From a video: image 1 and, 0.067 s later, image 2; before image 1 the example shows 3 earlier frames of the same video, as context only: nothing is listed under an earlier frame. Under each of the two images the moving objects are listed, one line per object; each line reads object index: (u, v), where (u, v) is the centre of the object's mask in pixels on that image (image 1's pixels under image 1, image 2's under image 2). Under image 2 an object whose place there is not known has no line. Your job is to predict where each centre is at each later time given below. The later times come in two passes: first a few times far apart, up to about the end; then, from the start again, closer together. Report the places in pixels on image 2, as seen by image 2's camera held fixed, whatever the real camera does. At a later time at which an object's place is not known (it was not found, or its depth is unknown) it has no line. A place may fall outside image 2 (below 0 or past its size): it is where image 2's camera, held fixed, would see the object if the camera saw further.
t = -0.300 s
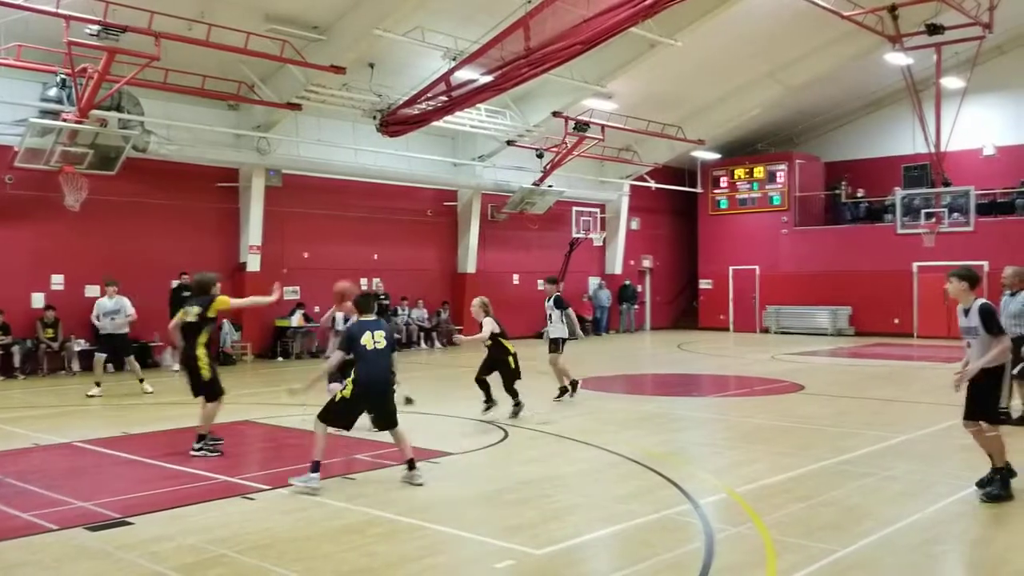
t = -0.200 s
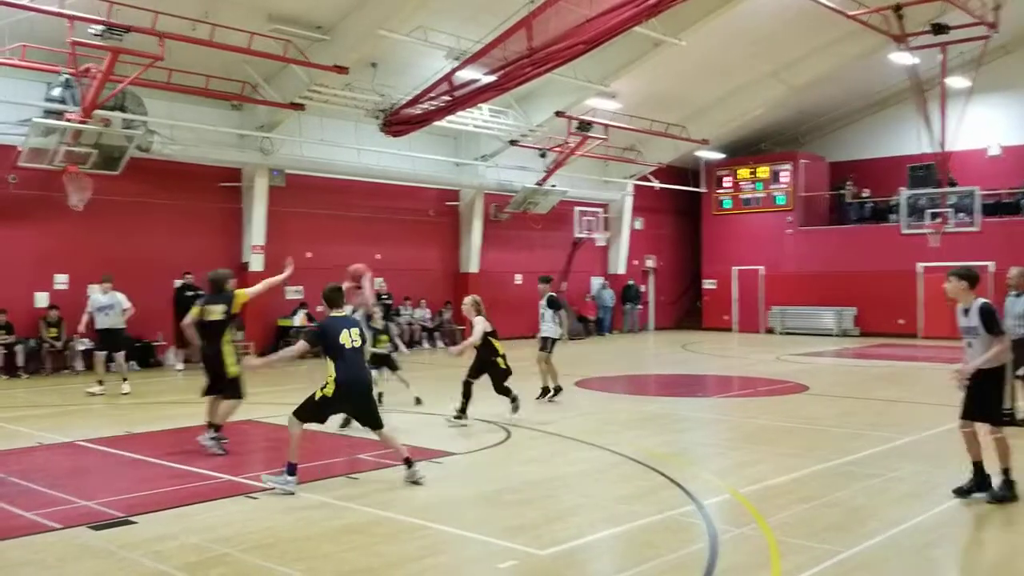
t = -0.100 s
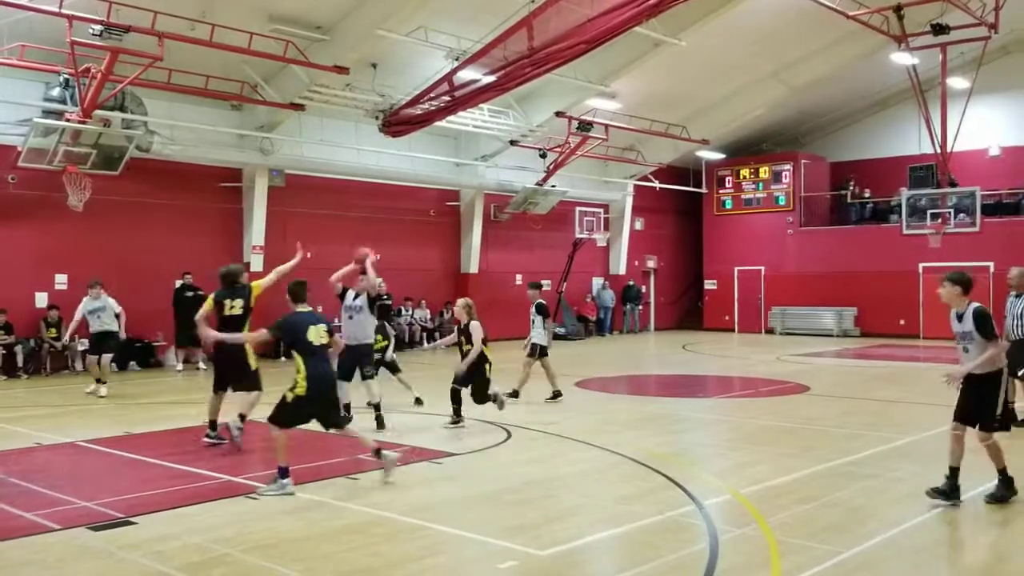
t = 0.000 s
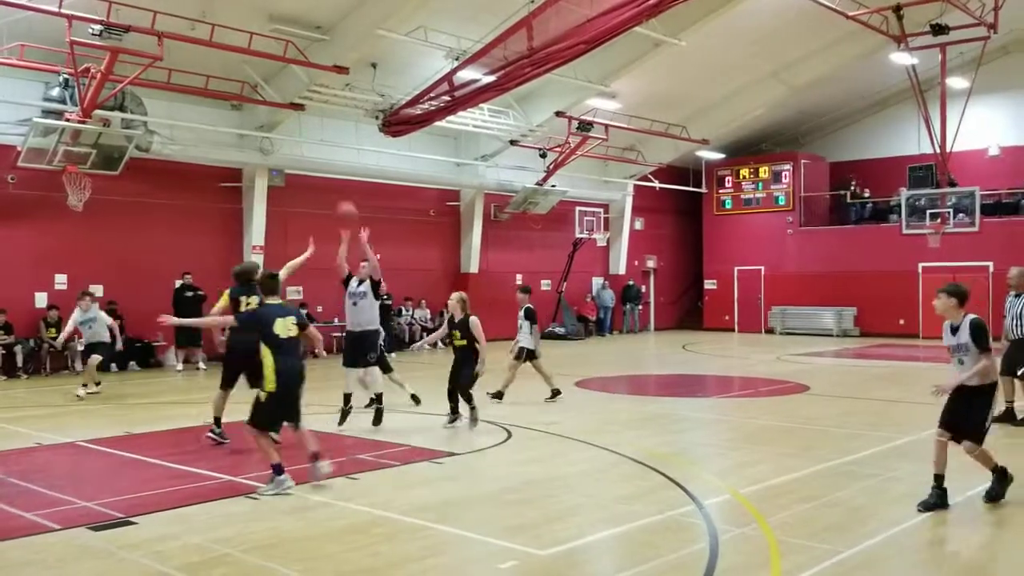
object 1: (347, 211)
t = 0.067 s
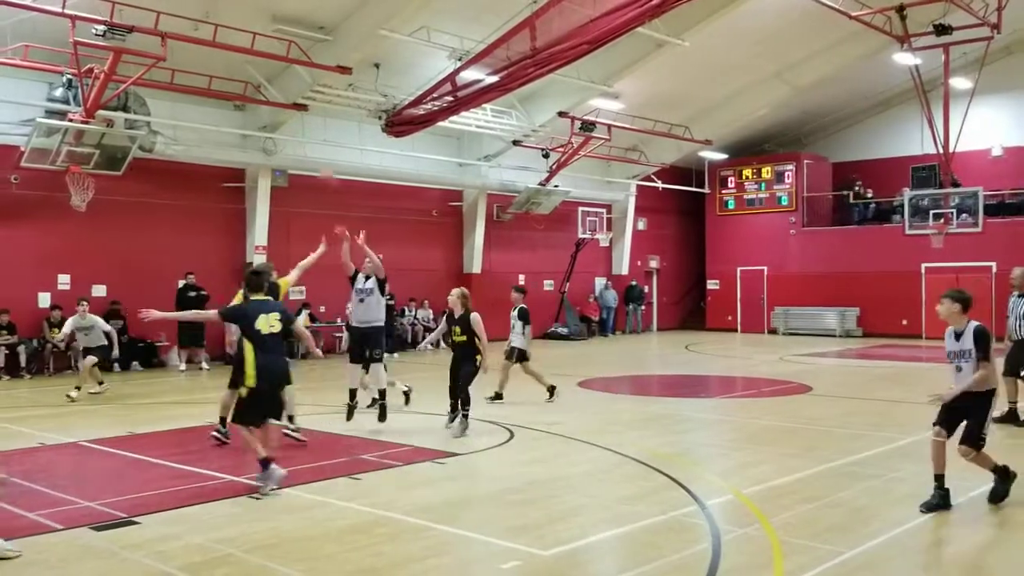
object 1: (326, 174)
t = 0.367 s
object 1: (212, 62)
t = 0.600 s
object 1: (109, 17)
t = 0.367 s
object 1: (212, 62)
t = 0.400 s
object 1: (199, 53)
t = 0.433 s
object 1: (185, 45)
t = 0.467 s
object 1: (170, 37)
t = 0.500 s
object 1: (155, 30)
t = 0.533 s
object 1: (141, 26)
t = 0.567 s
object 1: (124, 21)
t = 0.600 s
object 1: (109, 17)
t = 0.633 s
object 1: (93, 14)
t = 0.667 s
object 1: (76, 15)
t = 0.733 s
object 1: (42, 16)
